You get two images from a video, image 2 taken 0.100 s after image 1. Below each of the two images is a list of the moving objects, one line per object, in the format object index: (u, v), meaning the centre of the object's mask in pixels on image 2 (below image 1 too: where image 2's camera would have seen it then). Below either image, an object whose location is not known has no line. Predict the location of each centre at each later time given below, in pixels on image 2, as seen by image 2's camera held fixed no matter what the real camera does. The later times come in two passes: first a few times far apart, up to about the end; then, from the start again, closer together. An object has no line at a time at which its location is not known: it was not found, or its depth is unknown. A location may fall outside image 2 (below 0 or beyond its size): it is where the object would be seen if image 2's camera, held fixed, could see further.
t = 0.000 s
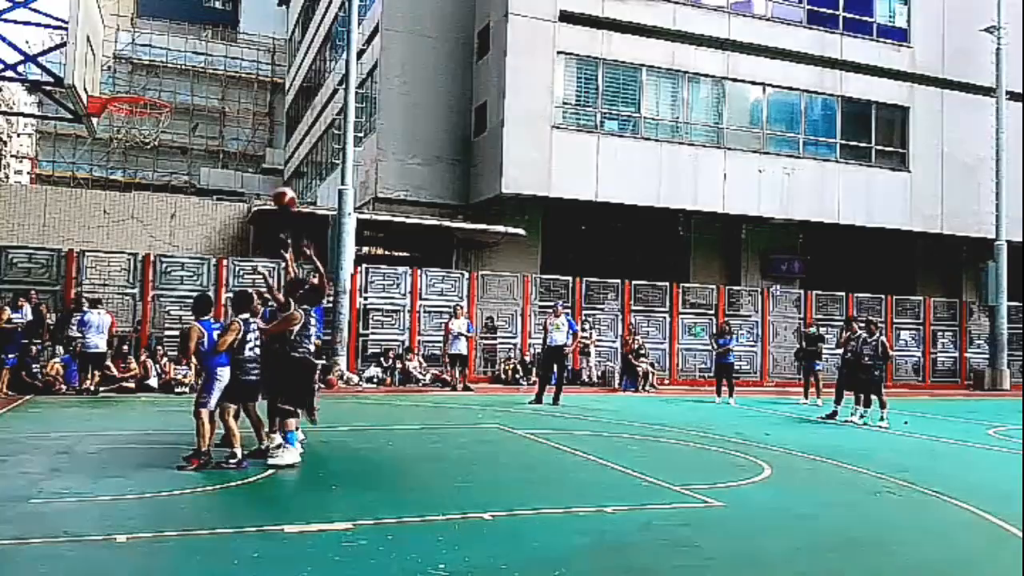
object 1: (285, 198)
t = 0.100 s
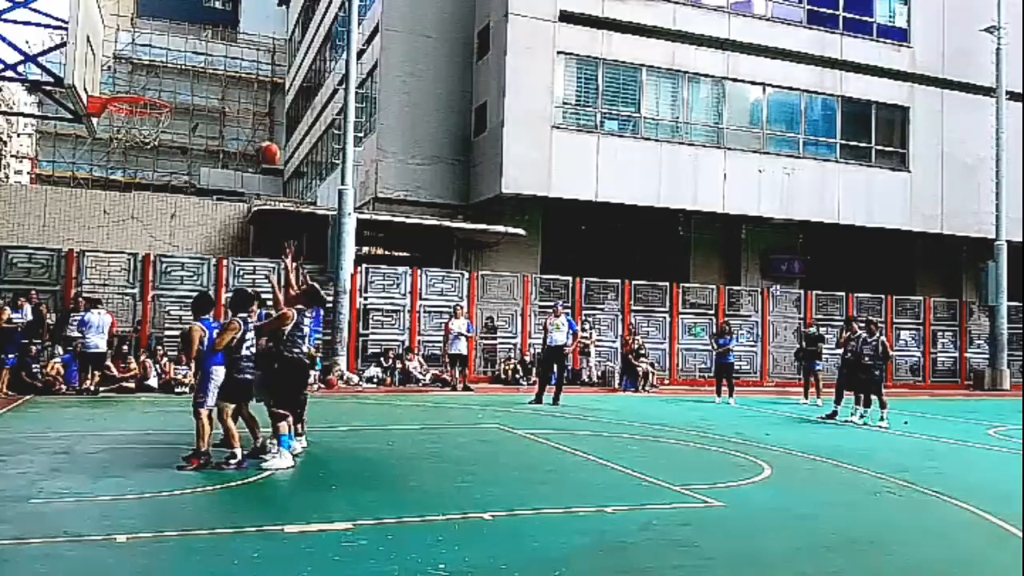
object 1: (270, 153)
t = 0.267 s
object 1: (238, 94)
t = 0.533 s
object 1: (178, 47)
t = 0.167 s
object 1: (257, 126)
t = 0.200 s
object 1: (250, 116)
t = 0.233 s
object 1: (243, 104)
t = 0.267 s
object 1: (238, 94)
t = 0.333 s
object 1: (224, 77)
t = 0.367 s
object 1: (217, 68)
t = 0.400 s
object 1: (209, 63)
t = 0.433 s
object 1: (201, 57)
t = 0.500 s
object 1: (185, 49)
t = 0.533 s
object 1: (178, 47)
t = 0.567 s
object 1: (169, 46)
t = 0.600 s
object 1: (161, 48)
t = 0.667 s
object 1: (142, 51)
